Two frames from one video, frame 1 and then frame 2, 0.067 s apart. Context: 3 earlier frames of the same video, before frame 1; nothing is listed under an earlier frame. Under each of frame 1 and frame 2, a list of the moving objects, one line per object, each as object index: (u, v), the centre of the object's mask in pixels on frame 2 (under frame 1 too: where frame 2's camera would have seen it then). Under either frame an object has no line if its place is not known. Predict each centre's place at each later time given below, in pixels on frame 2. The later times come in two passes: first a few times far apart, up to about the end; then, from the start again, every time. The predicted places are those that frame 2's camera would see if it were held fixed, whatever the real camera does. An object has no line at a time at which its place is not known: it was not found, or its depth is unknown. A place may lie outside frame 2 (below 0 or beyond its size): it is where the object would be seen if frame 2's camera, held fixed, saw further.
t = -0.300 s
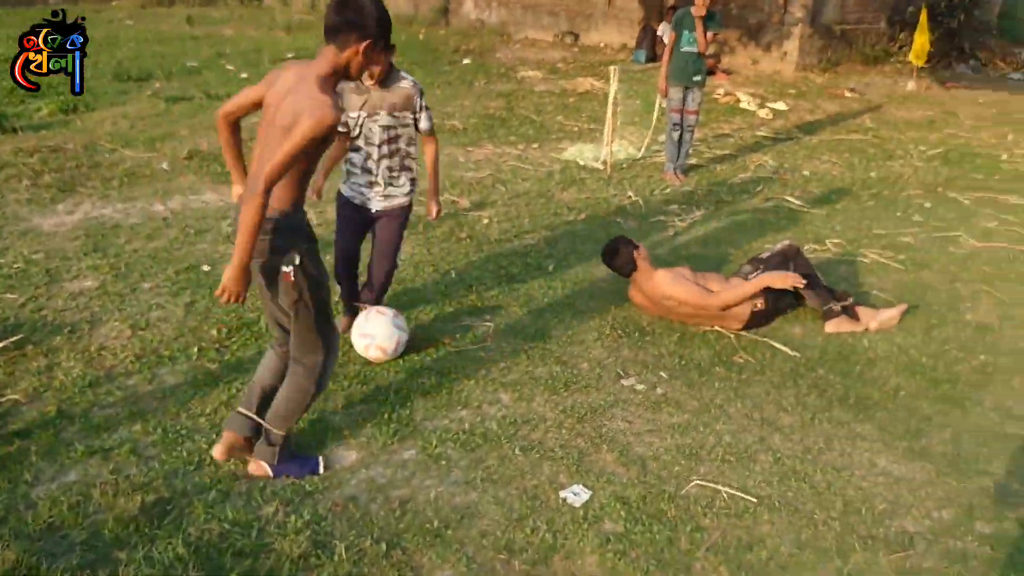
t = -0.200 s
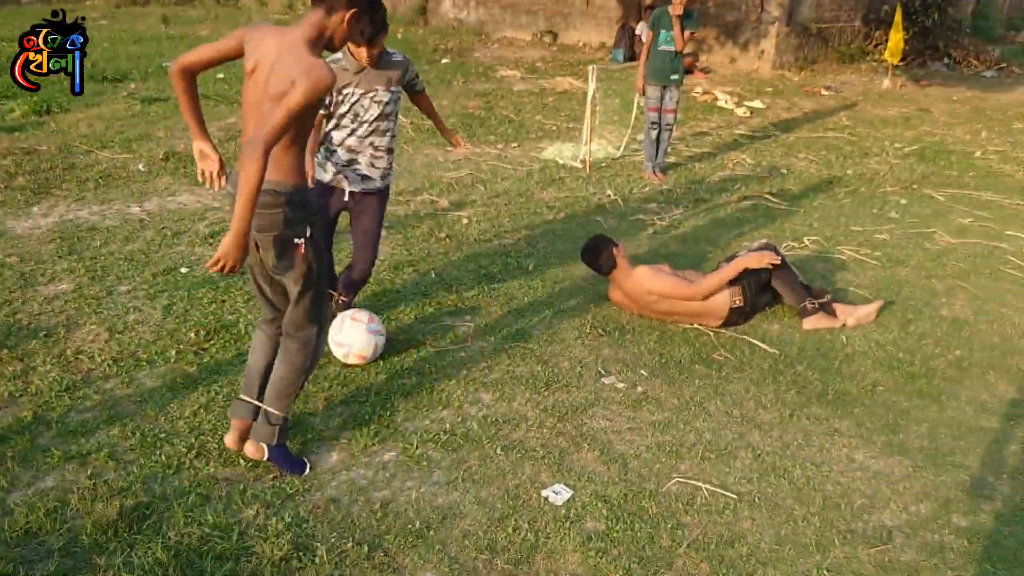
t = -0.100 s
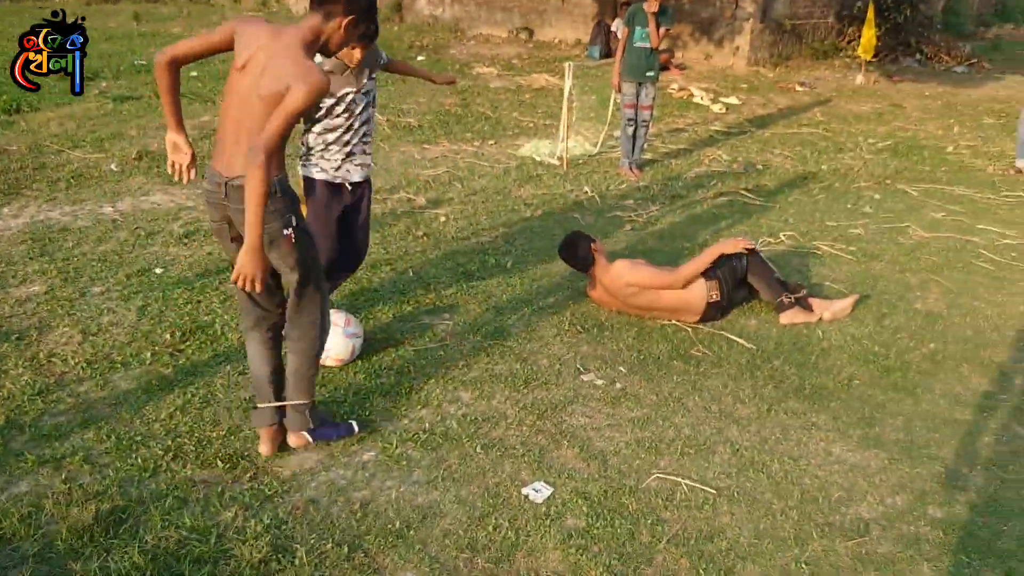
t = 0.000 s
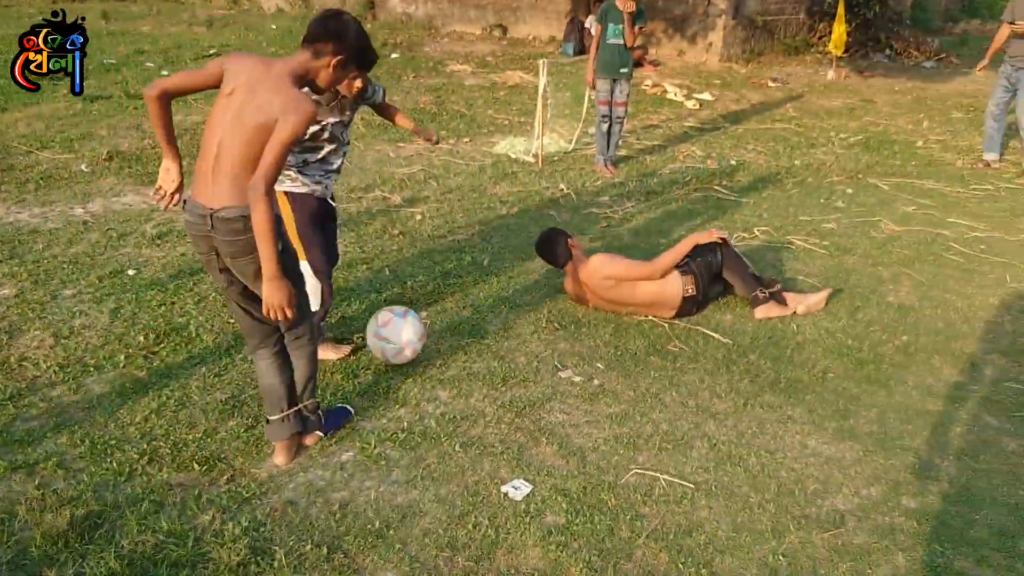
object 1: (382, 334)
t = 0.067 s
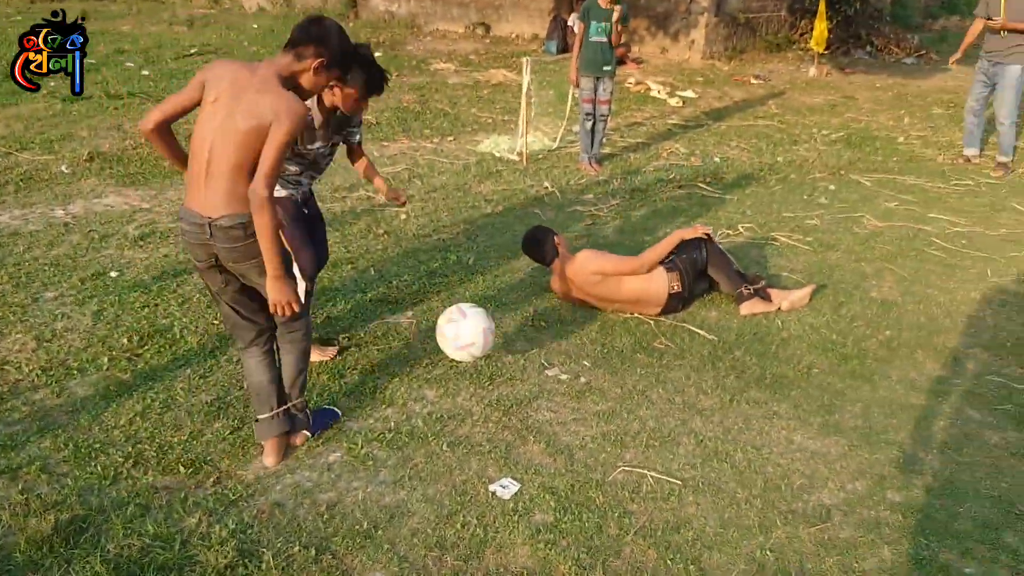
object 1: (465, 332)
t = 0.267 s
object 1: (697, 362)
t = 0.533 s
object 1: (896, 370)
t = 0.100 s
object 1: (507, 335)
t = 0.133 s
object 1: (549, 340)
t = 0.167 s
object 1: (590, 348)
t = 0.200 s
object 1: (631, 358)
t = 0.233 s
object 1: (668, 367)
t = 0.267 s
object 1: (697, 362)
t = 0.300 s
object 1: (726, 360)
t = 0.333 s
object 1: (754, 361)
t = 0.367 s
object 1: (782, 364)
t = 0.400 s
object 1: (809, 370)
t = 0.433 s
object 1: (834, 374)
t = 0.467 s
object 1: (856, 370)
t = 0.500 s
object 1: (876, 369)
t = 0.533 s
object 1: (896, 370)
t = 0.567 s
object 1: (916, 375)
